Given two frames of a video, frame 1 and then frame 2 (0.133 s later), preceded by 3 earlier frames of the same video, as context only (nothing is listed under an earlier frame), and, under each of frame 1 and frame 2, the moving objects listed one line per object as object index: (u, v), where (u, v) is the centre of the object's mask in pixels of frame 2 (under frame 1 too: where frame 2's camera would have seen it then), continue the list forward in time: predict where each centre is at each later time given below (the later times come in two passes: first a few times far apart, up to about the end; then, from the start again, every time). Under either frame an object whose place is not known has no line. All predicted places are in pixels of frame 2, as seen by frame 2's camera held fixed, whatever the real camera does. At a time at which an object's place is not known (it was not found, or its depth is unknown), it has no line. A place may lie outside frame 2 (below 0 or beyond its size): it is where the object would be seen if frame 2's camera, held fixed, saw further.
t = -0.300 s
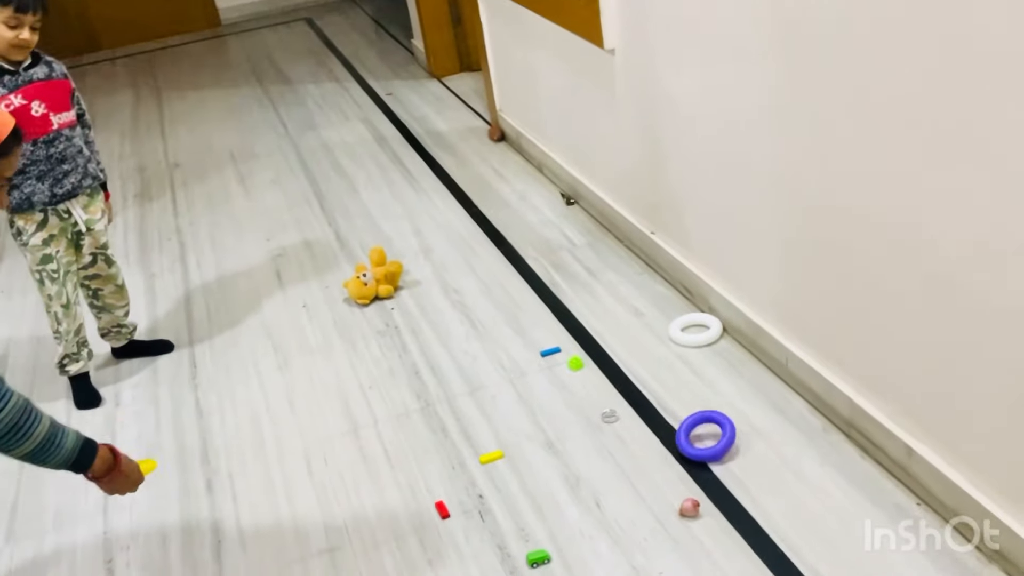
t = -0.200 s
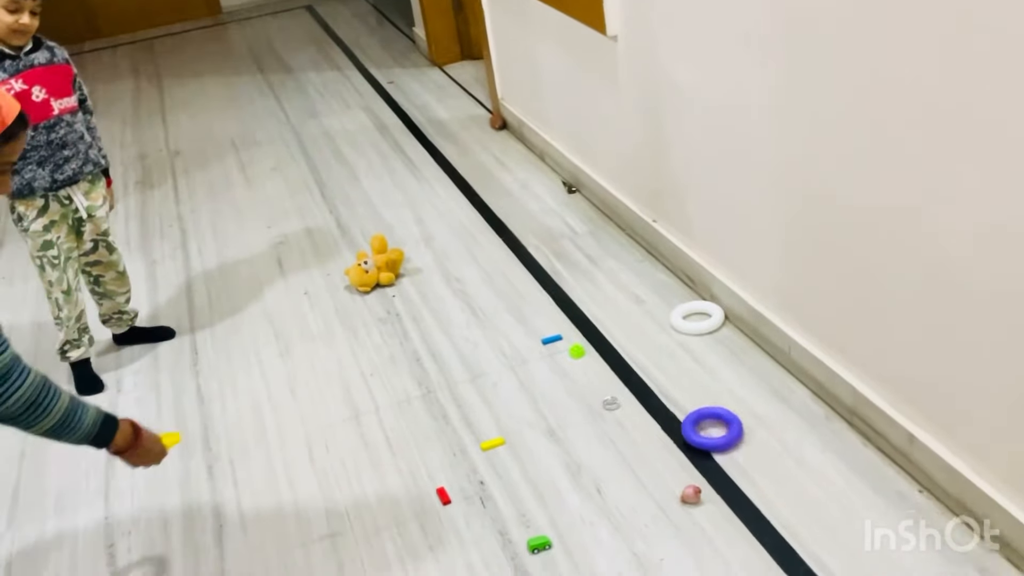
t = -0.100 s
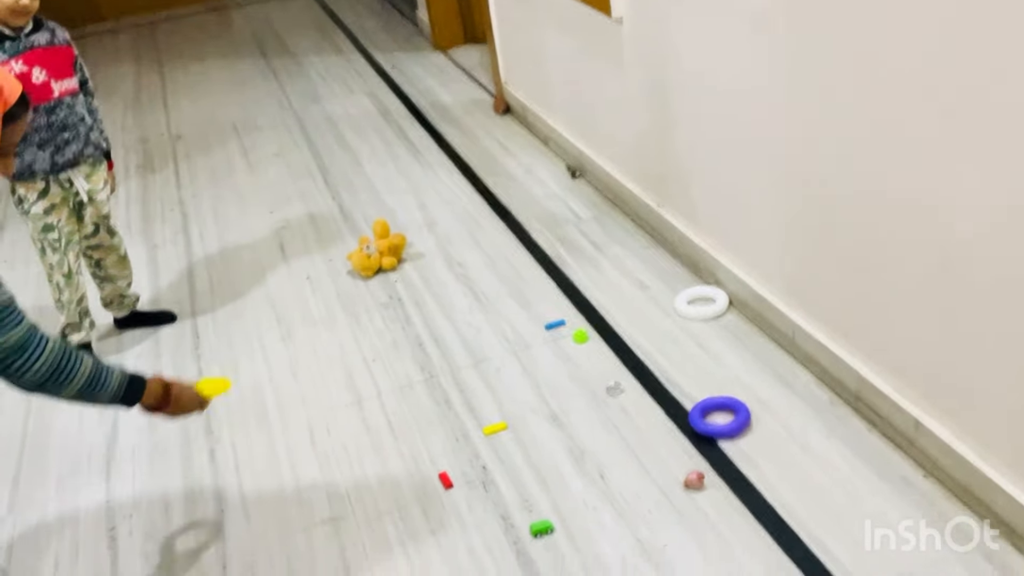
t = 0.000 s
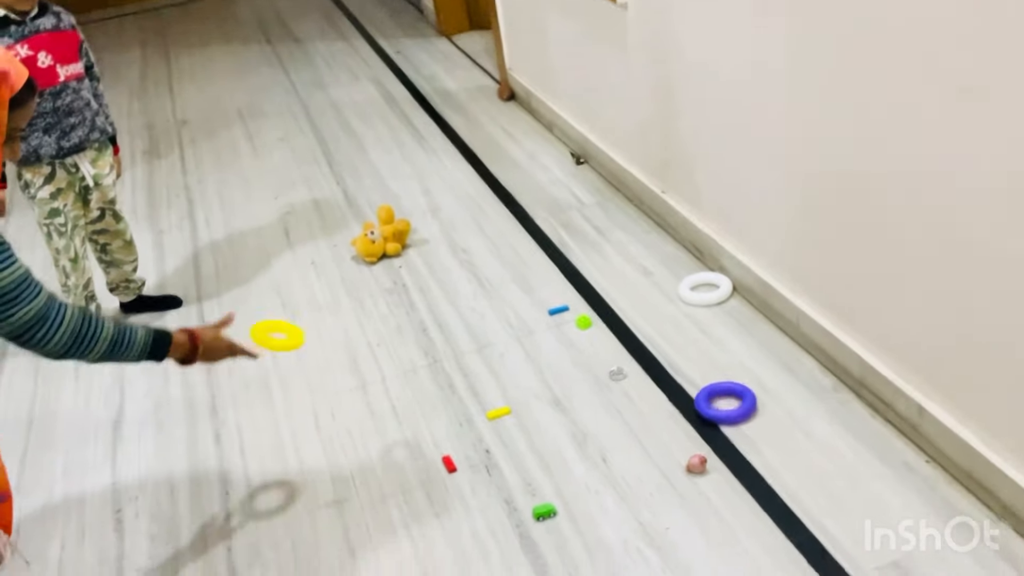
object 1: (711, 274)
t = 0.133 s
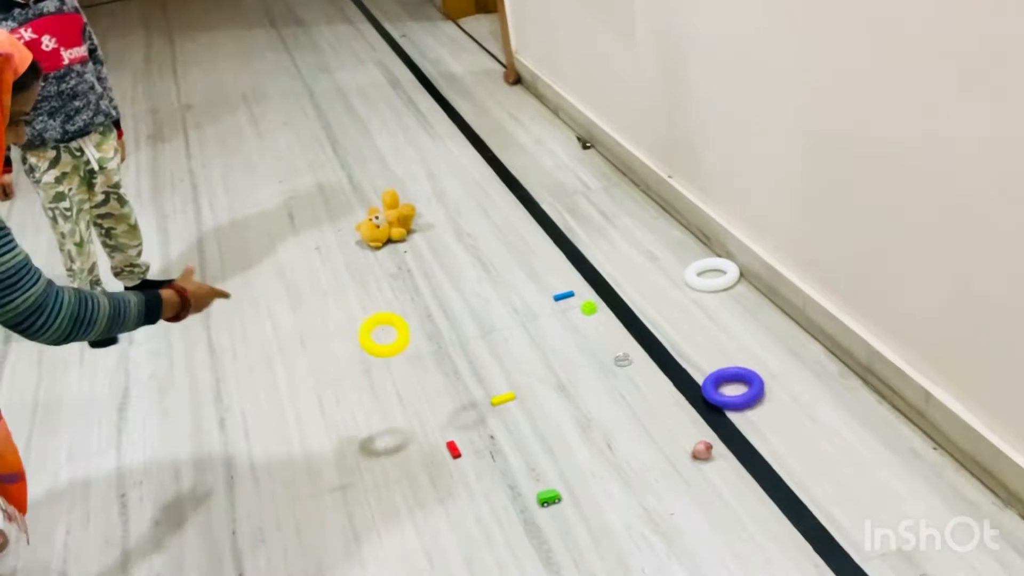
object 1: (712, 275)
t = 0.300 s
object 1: (711, 274)
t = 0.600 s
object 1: (711, 274)
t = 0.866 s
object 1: (711, 274)
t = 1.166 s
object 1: (702, 270)
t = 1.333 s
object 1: (706, 273)
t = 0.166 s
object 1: (712, 275)
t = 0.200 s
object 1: (712, 275)
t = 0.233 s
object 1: (712, 274)
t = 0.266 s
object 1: (712, 275)
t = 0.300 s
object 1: (711, 274)
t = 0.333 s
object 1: (711, 274)
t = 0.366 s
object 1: (711, 274)
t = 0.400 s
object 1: (711, 274)
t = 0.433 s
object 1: (711, 274)
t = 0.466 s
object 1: (711, 274)
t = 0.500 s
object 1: (711, 274)
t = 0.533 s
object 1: (711, 274)
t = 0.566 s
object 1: (711, 274)
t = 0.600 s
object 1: (711, 274)
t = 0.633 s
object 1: (711, 274)
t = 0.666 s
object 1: (711, 274)
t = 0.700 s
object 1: (711, 274)
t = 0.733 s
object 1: (711, 274)
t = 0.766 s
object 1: (711, 274)
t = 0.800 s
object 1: (711, 274)
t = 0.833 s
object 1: (711, 274)
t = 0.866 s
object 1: (711, 274)
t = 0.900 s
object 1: (711, 274)
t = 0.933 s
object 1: (710, 274)
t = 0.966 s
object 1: (711, 274)
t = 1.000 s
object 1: (714, 272)
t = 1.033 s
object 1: (719, 271)
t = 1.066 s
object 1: (714, 273)
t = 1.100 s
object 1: (714, 272)
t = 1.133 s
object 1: (700, 268)
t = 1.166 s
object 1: (702, 270)
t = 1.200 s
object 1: (701, 271)
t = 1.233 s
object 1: (700, 271)
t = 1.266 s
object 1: (704, 271)
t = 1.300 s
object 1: (706, 273)
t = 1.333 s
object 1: (706, 273)
